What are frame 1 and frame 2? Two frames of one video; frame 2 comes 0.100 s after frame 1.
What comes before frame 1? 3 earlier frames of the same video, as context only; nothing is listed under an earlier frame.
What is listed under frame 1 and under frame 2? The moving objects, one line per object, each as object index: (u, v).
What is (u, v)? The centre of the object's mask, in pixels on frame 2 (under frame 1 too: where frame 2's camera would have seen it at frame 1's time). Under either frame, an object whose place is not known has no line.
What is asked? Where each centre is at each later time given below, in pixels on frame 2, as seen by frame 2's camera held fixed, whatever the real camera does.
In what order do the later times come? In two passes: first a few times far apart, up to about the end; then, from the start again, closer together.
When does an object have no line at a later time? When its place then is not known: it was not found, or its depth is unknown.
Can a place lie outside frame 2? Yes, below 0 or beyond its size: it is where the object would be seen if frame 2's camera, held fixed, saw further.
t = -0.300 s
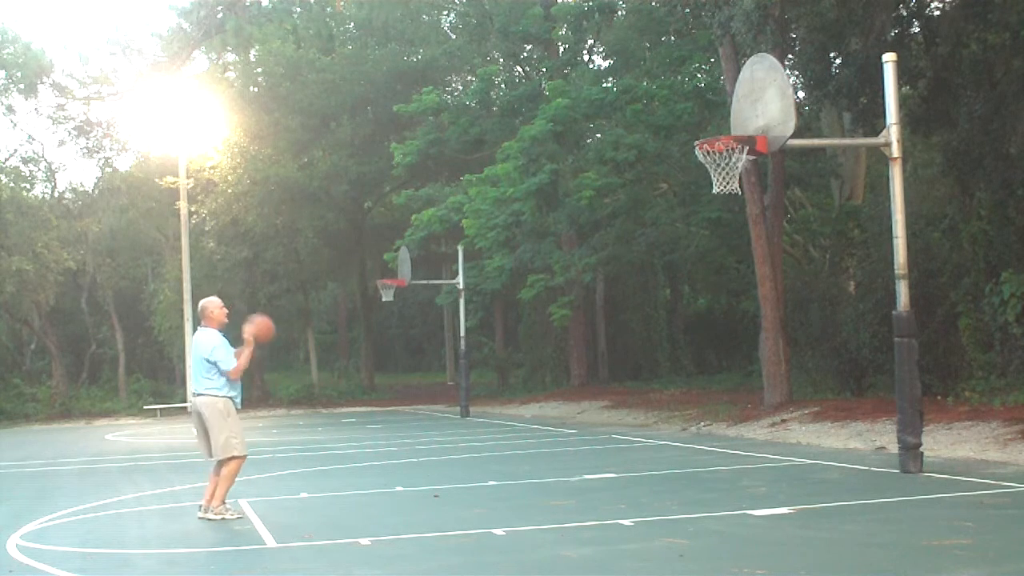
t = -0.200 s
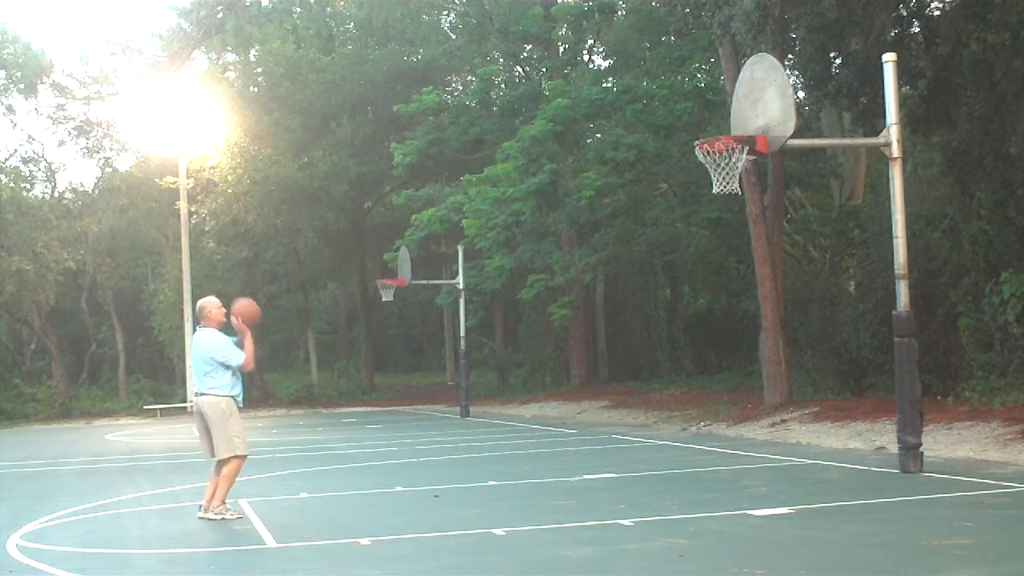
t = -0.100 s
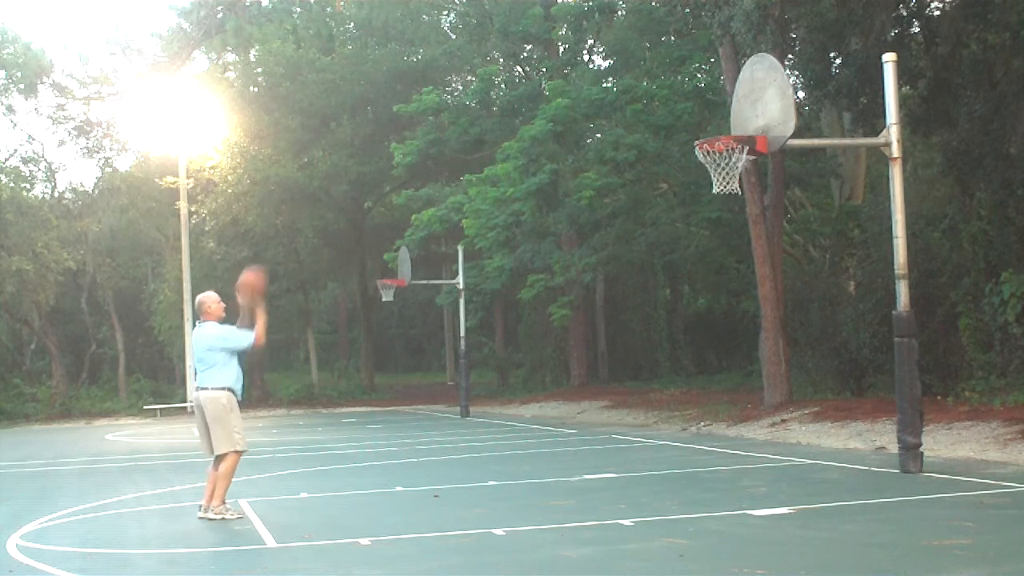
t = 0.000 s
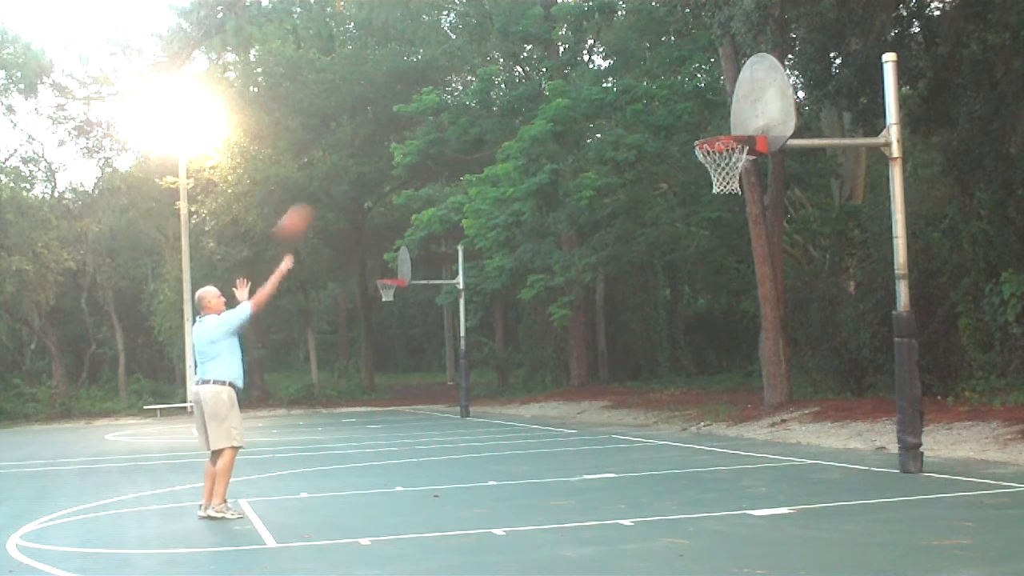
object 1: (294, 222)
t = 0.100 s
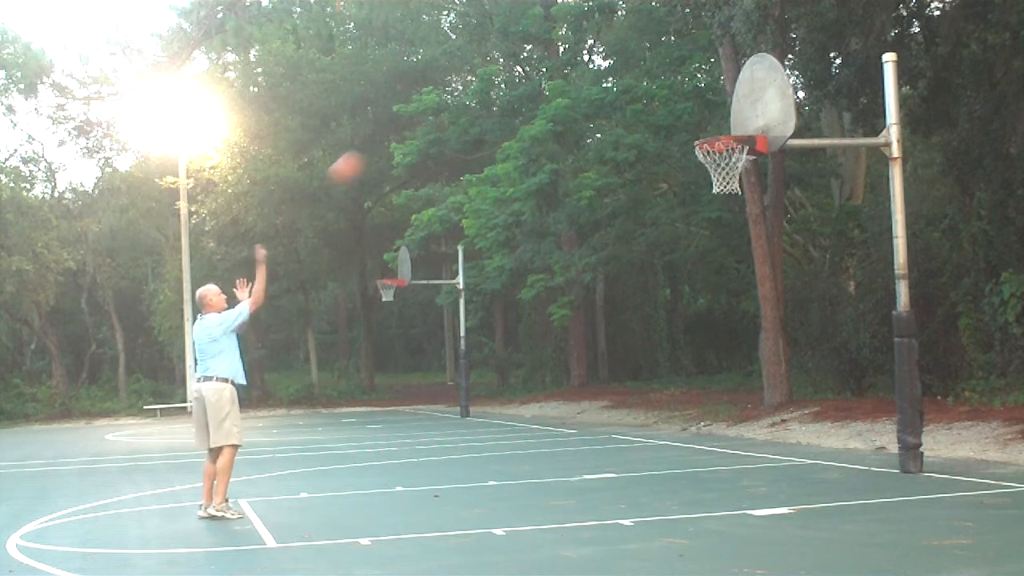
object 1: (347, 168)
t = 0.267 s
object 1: (431, 104)
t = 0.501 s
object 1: (545, 71)
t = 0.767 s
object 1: (670, 102)
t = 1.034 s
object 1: (755, 102)
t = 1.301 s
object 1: (762, 105)
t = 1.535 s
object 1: (765, 177)
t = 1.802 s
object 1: (776, 362)
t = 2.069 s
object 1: (778, 398)
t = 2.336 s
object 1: (774, 283)
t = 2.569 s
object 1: (774, 255)
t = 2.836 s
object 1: (780, 322)
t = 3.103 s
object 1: (790, 522)
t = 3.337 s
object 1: (786, 399)
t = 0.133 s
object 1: (364, 152)
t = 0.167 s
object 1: (381, 138)
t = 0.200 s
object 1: (397, 127)
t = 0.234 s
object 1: (414, 115)
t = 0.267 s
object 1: (431, 104)
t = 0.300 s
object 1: (445, 97)
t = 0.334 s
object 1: (463, 89)
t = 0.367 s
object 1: (480, 83)
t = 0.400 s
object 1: (496, 78)
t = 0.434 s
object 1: (511, 76)
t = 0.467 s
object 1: (527, 71)
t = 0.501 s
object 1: (545, 71)
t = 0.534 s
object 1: (561, 70)
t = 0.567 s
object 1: (575, 71)
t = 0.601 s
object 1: (590, 74)
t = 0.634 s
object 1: (608, 76)
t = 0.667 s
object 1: (625, 81)
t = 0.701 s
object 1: (638, 87)
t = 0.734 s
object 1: (655, 94)
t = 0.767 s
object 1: (670, 102)
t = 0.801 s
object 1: (686, 111)
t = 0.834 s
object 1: (702, 121)
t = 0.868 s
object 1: (717, 128)
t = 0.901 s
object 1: (724, 123)
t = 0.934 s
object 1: (731, 117)
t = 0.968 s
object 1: (739, 112)
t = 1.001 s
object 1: (746, 107)
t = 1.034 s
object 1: (755, 102)
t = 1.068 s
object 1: (763, 100)
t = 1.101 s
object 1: (763, 97)
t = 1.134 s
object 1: (762, 96)
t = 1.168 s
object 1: (762, 95)
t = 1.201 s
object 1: (762, 96)
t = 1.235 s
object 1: (762, 98)
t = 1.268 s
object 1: (762, 101)
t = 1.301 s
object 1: (762, 105)
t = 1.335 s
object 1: (763, 112)
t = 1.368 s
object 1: (763, 120)
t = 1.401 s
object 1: (764, 128)
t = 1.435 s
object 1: (762, 140)
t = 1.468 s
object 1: (765, 150)
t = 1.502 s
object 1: (765, 163)
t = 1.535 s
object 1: (765, 177)
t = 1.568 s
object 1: (766, 194)
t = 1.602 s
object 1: (766, 212)
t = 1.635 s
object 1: (768, 234)
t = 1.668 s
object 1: (769, 256)
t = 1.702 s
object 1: (770, 278)
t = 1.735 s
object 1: (772, 307)
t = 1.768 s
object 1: (774, 334)
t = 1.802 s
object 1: (776, 362)
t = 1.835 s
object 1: (777, 394)
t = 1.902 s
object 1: (782, 475)
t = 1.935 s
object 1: (783, 490)
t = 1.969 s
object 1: (782, 470)
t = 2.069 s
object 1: (778, 398)
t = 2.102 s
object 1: (777, 381)
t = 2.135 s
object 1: (777, 362)
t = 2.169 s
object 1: (776, 345)
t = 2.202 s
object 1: (776, 329)
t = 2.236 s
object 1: (775, 316)
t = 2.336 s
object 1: (774, 283)
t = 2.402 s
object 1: (774, 266)
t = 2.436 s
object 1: (774, 261)
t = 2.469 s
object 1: (774, 258)
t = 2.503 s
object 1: (774, 255)
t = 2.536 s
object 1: (774, 254)
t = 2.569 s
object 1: (774, 255)
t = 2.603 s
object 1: (774, 258)
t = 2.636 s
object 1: (775, 261)
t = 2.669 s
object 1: (775, 266)
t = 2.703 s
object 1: (776, 274)
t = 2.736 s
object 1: (776, 283)
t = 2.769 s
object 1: (777, 294)
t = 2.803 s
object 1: (778, 308)
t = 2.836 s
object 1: (780, 322)
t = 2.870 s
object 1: (780, 338)
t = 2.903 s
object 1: (782, 359)
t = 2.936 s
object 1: (783, 379)
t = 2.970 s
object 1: (784, 402)
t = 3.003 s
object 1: (786, 430)
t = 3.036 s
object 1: (786, 461)
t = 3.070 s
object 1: (788, 489)
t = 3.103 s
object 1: (790, 522)
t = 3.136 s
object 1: (789, 503)
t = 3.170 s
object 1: (789, 482)
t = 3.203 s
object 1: (788, 464)
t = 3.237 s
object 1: (787, 443)
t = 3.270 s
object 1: (787, 427)
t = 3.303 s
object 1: (786, 413)
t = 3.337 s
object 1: (786, 399)
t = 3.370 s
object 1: (786, 388)
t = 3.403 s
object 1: (787, 378)
